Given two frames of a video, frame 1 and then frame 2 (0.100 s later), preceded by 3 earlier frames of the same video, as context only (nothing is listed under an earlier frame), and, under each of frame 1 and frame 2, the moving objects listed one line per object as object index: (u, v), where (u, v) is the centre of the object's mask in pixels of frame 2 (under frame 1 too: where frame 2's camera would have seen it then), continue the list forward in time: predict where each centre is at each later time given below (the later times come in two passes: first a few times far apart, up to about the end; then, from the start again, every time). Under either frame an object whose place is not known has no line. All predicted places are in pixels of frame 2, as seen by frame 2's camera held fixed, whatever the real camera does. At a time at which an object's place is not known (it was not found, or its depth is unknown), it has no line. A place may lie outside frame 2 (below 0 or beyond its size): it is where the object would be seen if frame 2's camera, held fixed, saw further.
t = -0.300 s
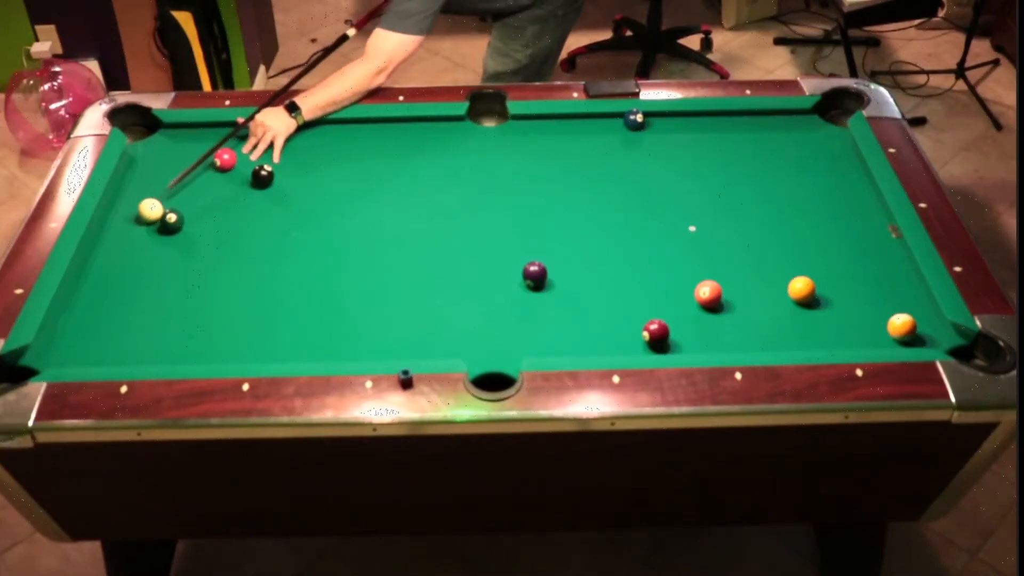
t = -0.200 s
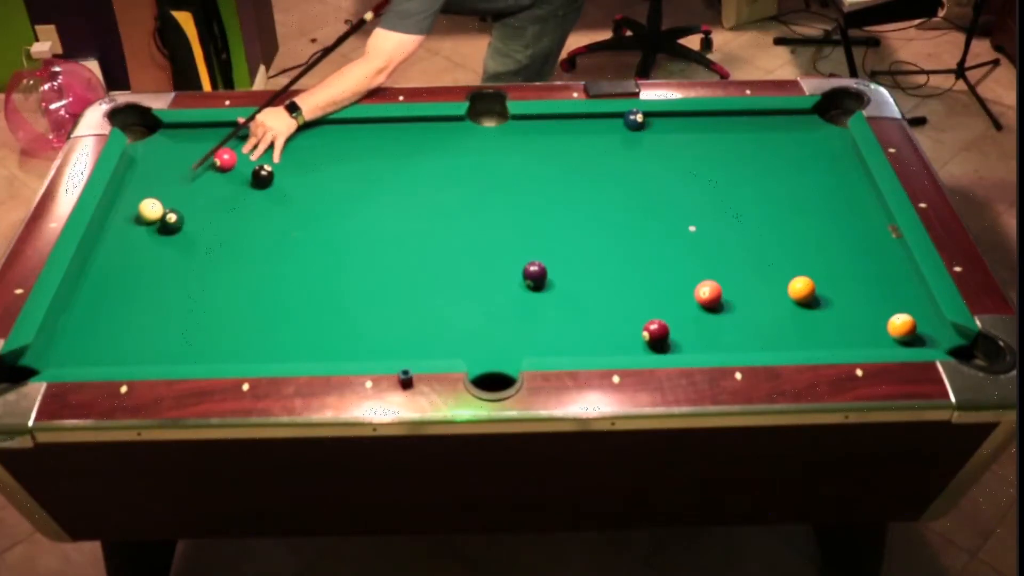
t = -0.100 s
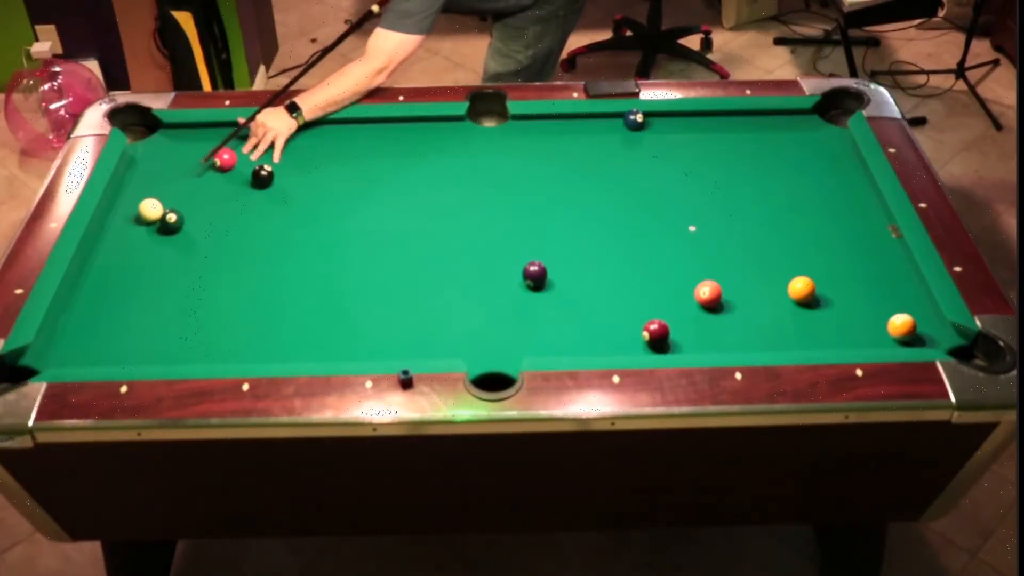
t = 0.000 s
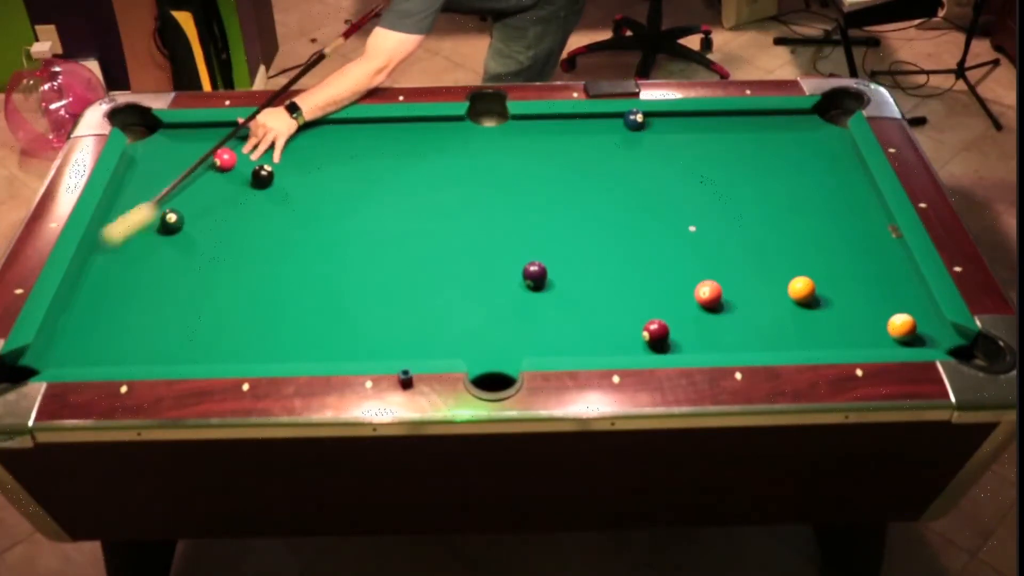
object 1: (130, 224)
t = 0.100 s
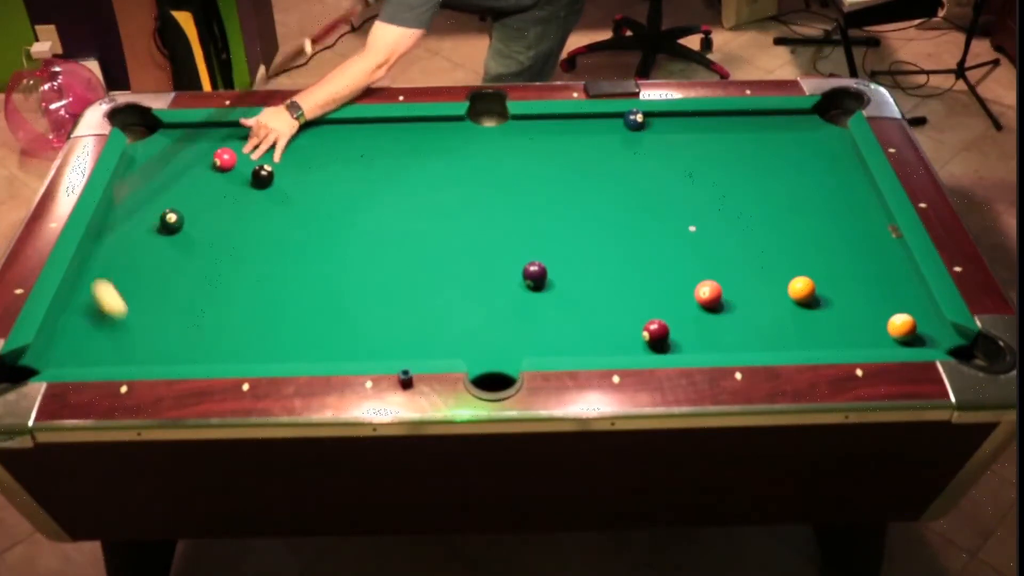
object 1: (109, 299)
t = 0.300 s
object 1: (237, 303)
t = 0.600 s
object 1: (410, 198)
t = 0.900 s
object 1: (543, 120)
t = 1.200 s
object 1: (620, 155)
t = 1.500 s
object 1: (699, 188)
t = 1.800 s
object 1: (783, 223)
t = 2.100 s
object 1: (869, 258)
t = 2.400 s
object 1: (894, 289)
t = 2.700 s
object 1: (863, 314)
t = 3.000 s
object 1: (830, 337)
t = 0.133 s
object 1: (123, 322)
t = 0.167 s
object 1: (138, 345)
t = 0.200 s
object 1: (161, 350)
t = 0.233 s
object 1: (188, 333)
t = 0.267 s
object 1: (214, 318)
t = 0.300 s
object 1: (237, 303)
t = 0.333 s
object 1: (260, 289)
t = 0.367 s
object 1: (281, 276)
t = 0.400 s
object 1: (301, 264)
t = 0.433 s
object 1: (320, 252)
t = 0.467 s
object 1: (339, 241)
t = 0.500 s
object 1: (357, 230)
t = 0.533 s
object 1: (375, 219)
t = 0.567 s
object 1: (392, 208)
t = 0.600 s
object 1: (410, 198)
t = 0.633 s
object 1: (426, 188)
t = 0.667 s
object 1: (443, 179)
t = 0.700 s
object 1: (459, 169)
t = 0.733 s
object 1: (474, 160)
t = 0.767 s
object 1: (489, 151)
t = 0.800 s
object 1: (503, 142)
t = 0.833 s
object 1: (517, 134)
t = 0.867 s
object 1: (531, 125)
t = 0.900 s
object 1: (543, 120)
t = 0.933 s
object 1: (552, 125)
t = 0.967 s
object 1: (560, 130)
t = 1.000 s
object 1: (569, 134)
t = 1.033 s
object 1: (576, 138)
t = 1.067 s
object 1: (585, 141)
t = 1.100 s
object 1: (594, 145)
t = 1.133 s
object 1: (602, 148)
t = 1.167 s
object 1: (611, 152)
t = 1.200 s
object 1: (620, 155)
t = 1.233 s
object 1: (628, 159)
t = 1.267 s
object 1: (637, 162)
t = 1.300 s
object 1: (646, 166)
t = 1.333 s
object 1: (654, 170)
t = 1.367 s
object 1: (664, 173)
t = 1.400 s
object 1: (672, 177)
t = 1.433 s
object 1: (681, 181)
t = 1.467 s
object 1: (691, 184)
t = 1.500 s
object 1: (699, 188)
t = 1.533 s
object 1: (709, 192)
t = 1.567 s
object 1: (717, 196)
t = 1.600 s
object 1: (727, 200)
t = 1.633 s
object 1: (736, 203)
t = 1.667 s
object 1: (745, 207)
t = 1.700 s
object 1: (754, 211)
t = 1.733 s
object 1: (764, 215)
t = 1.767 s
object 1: (773, 219)
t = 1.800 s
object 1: (783, 223)
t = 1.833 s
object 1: (792, 226)
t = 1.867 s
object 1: (802, 230)
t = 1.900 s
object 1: (811, 234)
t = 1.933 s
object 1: (821, 238)
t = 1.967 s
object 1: (830, 242)
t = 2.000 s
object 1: (840, 246)
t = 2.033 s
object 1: (850, 251)
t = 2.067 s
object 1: (859, 254)
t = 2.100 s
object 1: (869, 258)
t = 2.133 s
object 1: (879, 262)
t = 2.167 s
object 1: (889, 267)
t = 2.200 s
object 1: (899, 271)
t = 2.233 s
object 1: (908, 275)
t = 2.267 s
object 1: (908, 279)
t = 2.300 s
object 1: (904, 281)
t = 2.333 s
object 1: (901, 284)
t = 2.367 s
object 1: (897, 287)
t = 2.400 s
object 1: (894, 289)
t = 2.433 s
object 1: (890, 293)
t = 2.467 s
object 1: (887, 296)
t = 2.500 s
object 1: (883, 298)
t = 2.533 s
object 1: (880, 301)
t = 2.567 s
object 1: (876, 304)
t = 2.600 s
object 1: (873, 306)
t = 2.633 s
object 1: (870, 309)
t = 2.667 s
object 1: (866, 312)
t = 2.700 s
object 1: (863, 314)
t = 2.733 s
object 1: (859, 317)
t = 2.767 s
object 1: (855, 320)
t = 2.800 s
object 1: (852, 323)
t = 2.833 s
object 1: (848, 325)
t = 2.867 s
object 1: (845, 328)
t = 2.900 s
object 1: (841, 330)
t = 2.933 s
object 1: (838, 333)
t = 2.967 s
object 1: (834, 335)
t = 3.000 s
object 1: (830, 337)
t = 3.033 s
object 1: (827, 339)
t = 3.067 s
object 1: (823, 340)
